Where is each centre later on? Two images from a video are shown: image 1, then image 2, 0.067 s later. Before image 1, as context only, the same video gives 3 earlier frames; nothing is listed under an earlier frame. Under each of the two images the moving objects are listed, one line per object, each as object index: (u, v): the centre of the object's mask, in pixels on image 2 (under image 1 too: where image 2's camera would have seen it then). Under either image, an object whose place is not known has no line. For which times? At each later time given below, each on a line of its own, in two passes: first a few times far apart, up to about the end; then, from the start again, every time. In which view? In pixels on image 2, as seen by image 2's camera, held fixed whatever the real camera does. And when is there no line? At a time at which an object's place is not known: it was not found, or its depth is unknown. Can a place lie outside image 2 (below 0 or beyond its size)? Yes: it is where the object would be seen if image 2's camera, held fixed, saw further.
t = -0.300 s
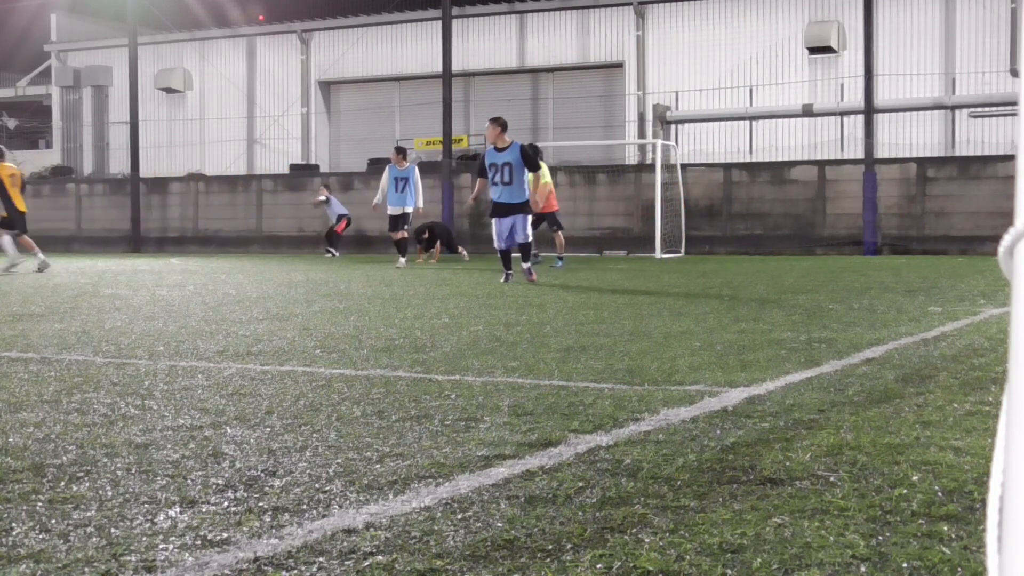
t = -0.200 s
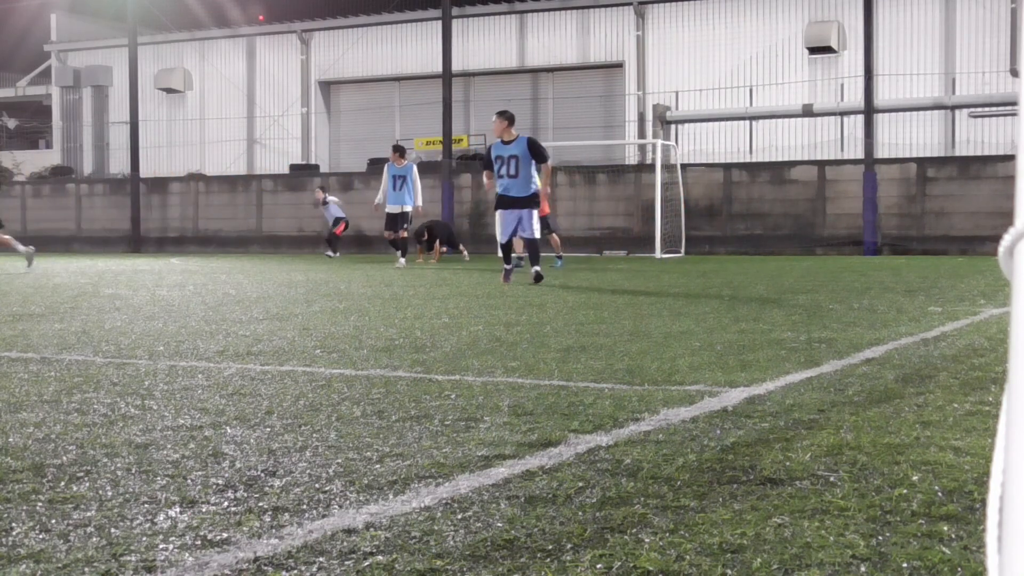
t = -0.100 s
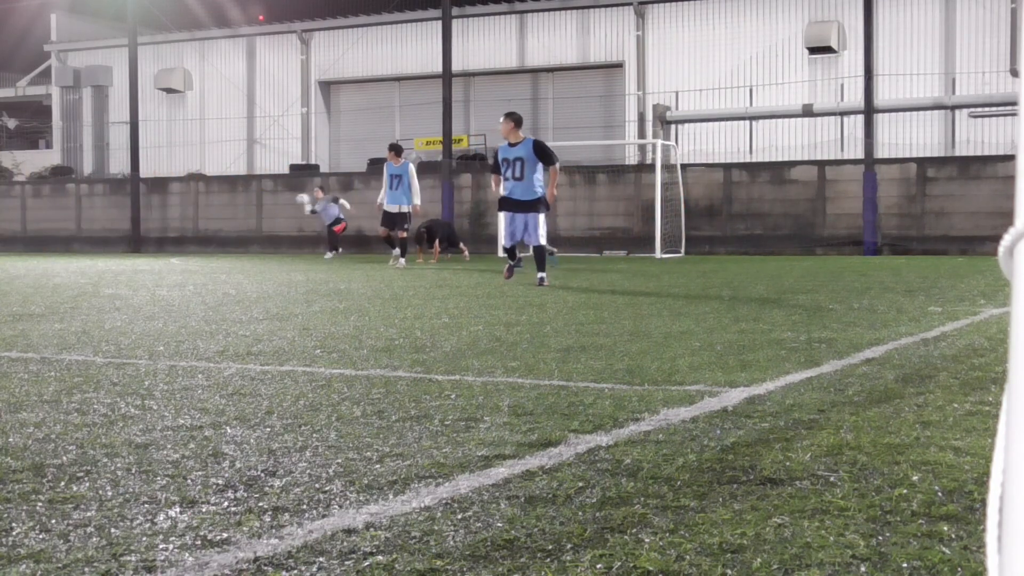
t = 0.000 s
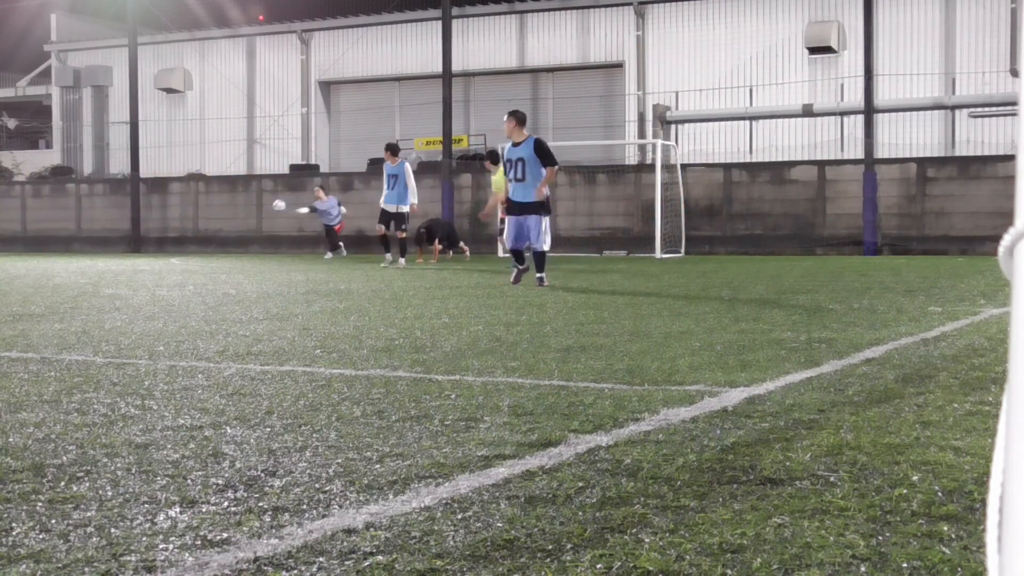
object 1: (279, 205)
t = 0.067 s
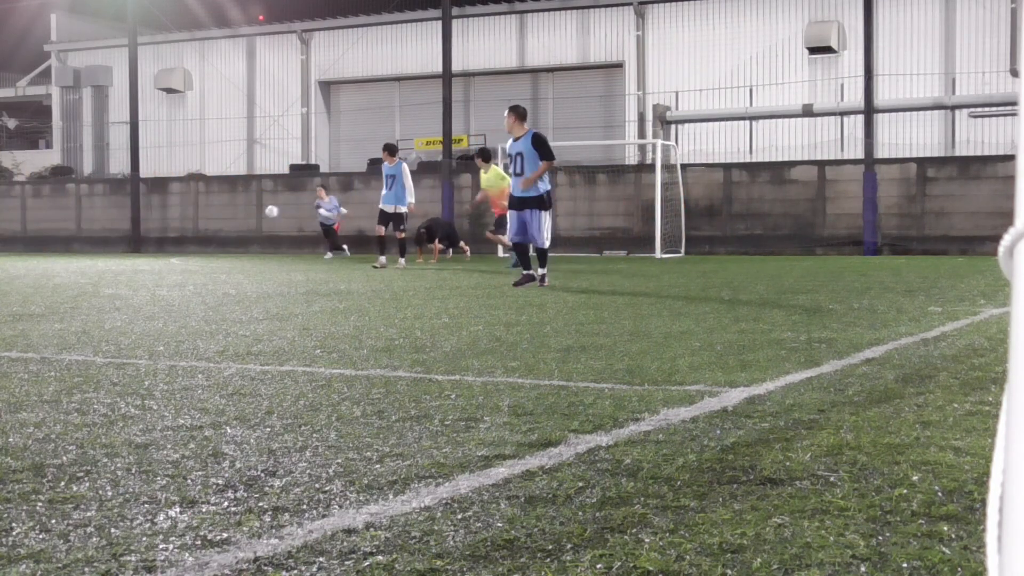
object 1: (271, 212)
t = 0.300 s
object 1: (235, 258)
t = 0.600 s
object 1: (158, 249)
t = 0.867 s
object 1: (44, 273)
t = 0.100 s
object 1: (267, 216)
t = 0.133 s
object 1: (263, 221)
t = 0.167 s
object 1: (259, 226)
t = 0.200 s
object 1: (254, 232)
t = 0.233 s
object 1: (248, 240)
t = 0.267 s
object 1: (242, 248)
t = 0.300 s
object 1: (235, 258)
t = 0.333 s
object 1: (228, 261)
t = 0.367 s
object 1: (221, 257)
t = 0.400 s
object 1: (213, 252)
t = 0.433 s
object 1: (205, 250)
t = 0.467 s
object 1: (197, 248)
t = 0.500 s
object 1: (188, 246)
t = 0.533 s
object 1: (179, 246)
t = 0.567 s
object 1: (169, 247)
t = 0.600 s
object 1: (158, 249)
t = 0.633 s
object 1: (147, 254)
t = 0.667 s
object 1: (135, 259)
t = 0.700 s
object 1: (122, 265)
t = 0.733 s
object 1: (108, 275)
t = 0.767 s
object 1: (93, 279)
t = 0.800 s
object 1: (78, 277)
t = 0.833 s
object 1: (62, 274)
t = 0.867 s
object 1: (44, 273)
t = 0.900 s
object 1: (26, 274)
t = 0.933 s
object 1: (11, 276)
